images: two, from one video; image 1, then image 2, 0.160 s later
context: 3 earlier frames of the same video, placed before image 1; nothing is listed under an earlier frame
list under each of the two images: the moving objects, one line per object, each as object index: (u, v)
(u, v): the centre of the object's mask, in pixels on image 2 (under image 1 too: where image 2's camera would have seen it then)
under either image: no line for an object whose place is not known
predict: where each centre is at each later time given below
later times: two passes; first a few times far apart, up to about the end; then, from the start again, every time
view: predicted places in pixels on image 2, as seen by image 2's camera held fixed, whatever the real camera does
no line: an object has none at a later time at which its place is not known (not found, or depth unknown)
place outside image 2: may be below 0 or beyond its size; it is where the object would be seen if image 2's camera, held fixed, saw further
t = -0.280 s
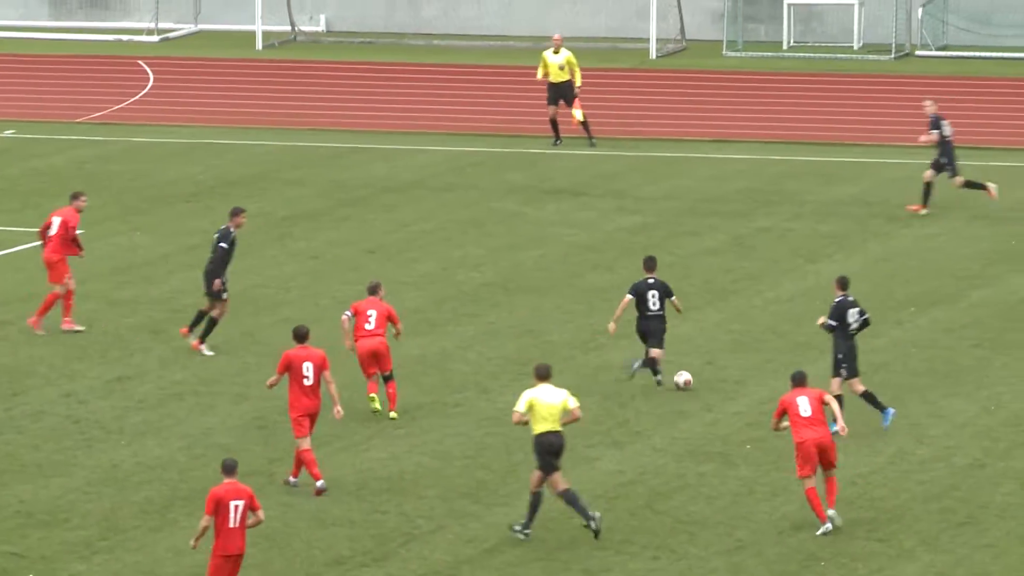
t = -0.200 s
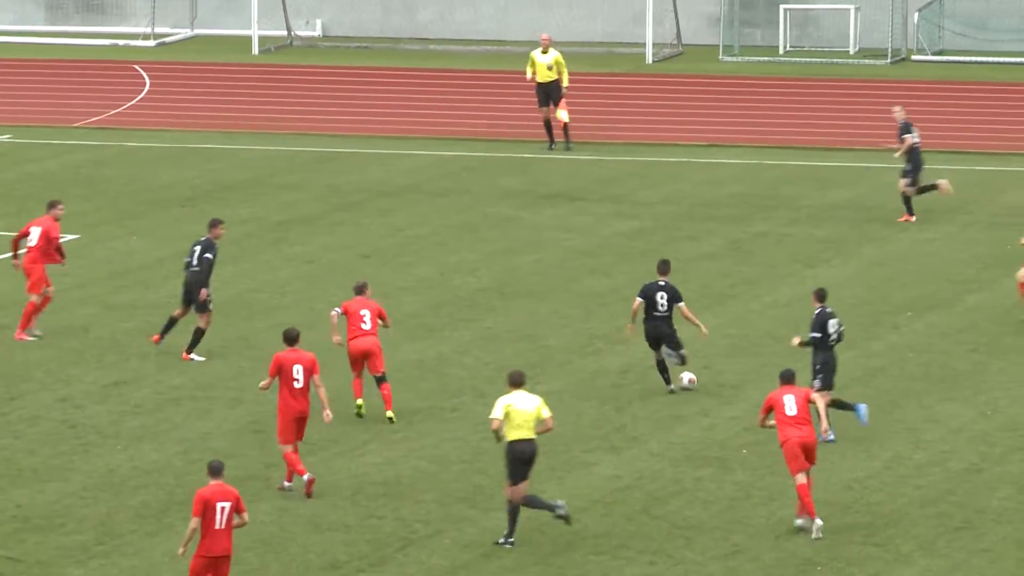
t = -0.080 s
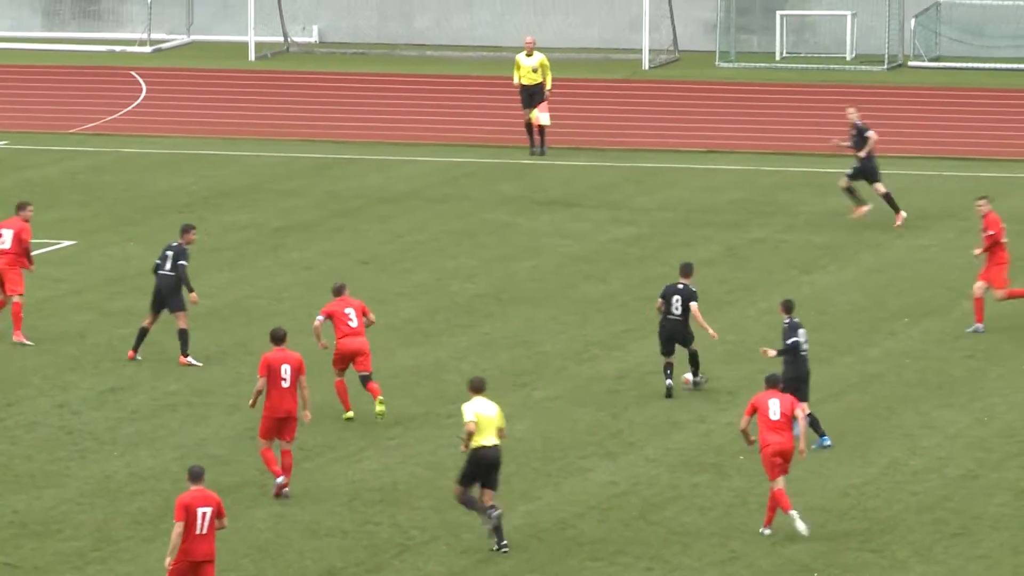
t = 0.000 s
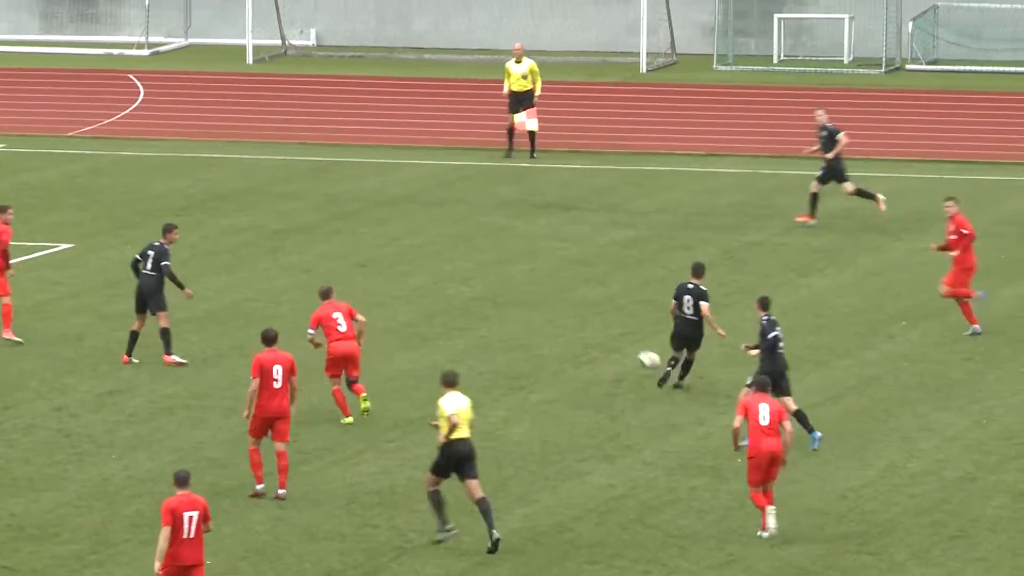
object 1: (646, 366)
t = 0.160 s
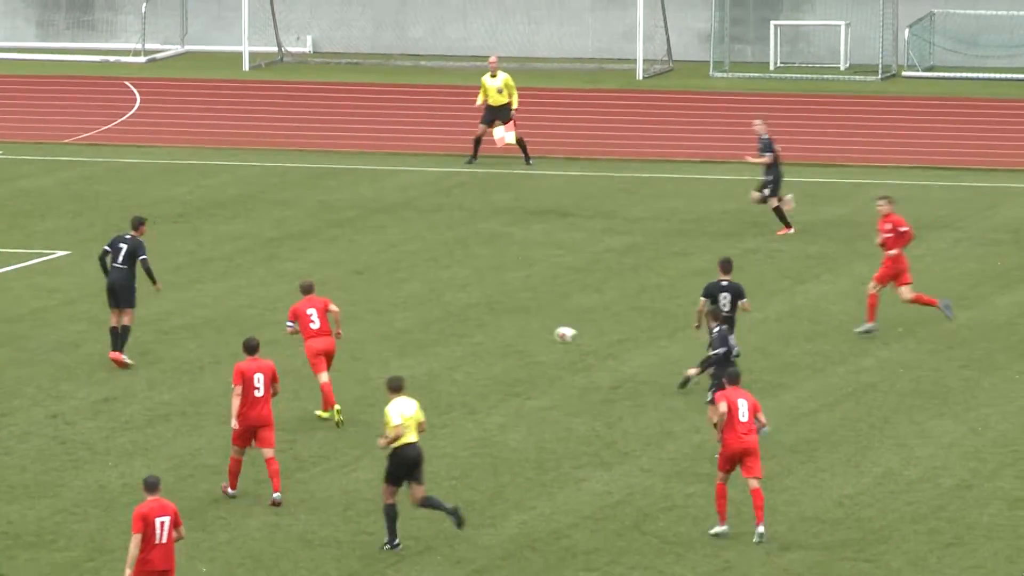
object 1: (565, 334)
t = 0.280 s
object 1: (508, 327)
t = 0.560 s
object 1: (382, 303)
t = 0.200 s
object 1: (546, 330)
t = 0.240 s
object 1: (527, 328)
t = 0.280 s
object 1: (508, 327)
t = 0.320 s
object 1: (488, 328)
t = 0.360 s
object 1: (468, 330)
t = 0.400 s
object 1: (451, 327)
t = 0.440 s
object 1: (433, 318)
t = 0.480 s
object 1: (417, 312)
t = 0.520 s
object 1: (399, 306)
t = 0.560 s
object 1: (382, 303)
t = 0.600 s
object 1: (366, 300)
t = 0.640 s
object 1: (349, 299)
